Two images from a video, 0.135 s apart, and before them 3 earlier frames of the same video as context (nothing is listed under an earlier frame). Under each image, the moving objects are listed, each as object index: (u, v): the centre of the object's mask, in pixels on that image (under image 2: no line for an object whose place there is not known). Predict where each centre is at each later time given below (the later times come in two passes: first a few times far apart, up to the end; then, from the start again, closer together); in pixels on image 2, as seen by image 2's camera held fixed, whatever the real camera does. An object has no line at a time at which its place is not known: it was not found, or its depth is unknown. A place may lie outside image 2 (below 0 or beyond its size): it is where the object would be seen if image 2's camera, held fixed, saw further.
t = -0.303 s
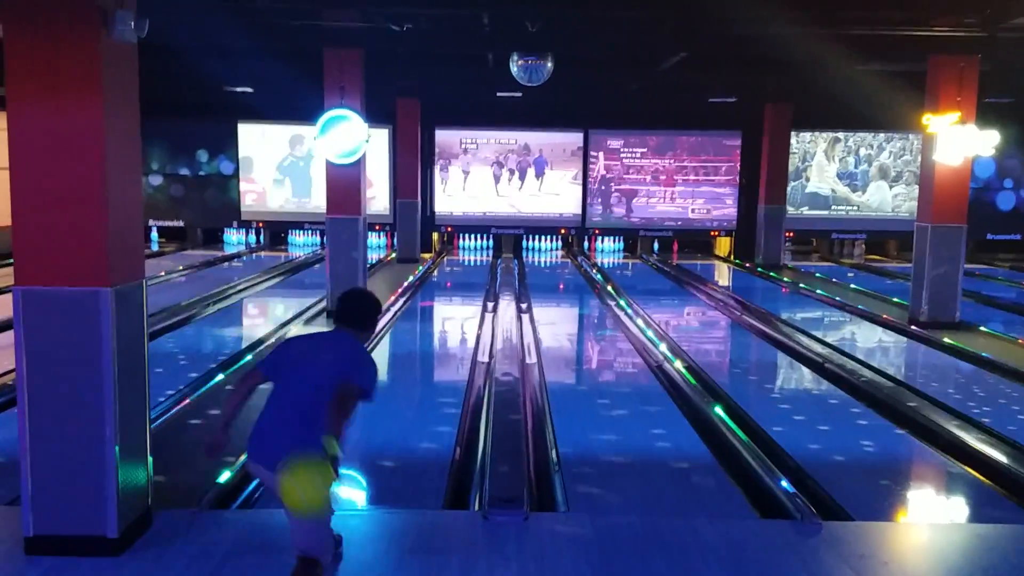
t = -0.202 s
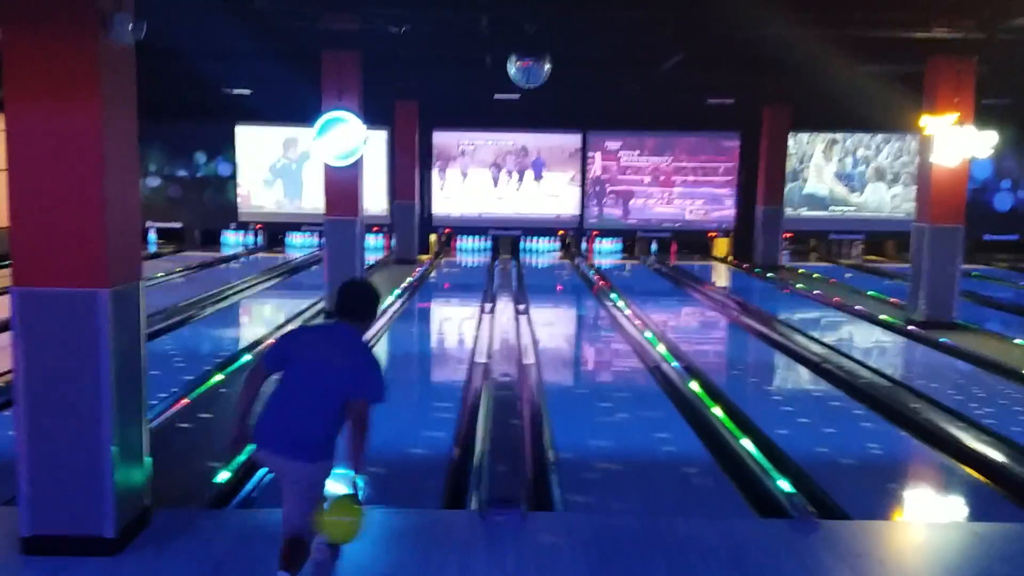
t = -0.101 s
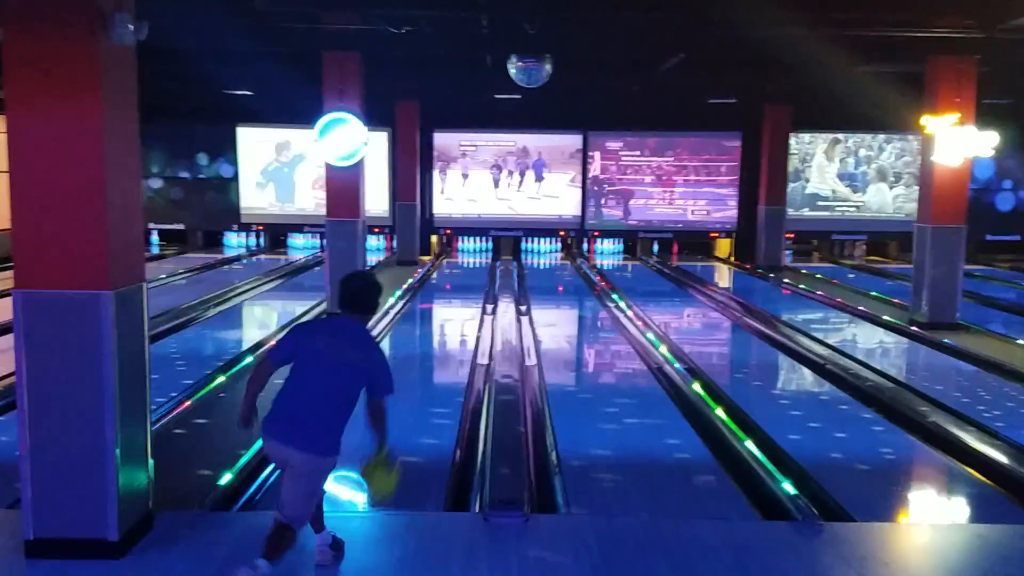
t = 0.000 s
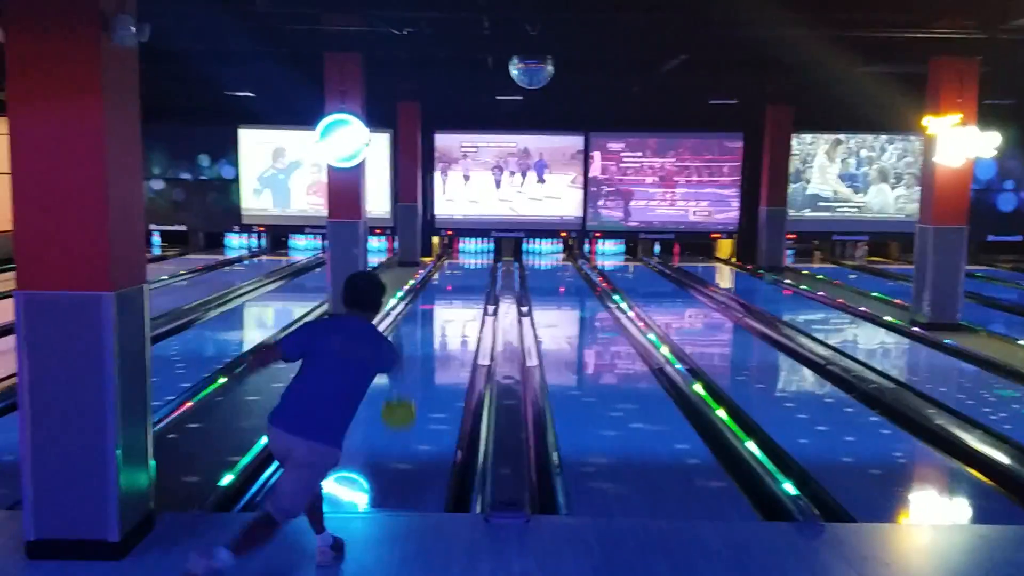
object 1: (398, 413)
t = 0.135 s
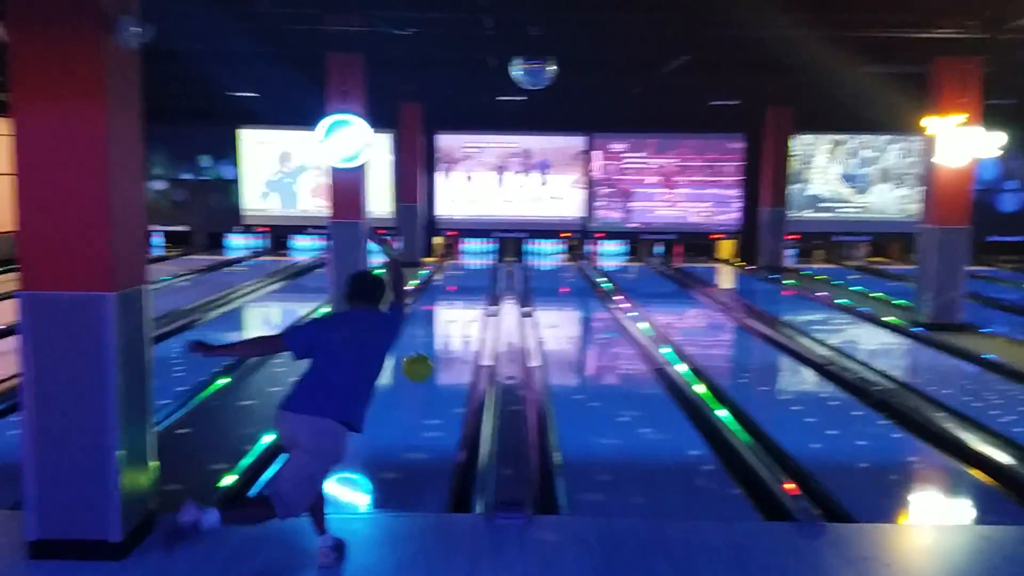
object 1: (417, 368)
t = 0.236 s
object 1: (427, 356)
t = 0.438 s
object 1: (441, 366)
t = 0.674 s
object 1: (452, 335)
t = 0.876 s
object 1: (460, 316)
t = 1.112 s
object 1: (466, 299)
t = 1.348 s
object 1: (471, 286)
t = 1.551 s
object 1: (474, 277)
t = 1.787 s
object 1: (476, 268)
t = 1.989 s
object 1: (478, 262)
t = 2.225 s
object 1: (480, 259)
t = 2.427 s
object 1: (480, 251)
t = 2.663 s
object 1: (484, 248)
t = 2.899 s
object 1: (489, 248)
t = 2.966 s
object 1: (487, 247)
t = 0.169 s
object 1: (421, 362)
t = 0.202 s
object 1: (424, 358)
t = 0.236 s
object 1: (427, 356)
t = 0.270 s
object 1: (430, 356)
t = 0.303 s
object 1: (432, 357)
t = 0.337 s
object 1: (435, 358)
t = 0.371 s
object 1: (436, 360)
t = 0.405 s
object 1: (437, 364)
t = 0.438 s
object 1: (441, 366)
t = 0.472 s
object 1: (442, 358)
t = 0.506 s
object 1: (444, 352)
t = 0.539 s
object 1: (446, 345)
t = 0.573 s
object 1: (447, 341)
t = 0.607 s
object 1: (449, 338)
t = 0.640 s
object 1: (450, 336)
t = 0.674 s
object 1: (452, 335)
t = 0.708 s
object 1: (454, 331)
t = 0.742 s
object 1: (455, 328)
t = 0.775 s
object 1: (456, 326)
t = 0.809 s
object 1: (458, 323)
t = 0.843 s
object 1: (459, 320)
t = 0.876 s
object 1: (460, 316)
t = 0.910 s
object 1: (461, 314)
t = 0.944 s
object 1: (462, 311)
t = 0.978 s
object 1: (463, 309)
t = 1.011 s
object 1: (463, 307)
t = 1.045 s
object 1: (464, 304)
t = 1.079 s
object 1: (465, 301)
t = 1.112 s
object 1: (466, 299)
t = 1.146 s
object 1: (466, 297)
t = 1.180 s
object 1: (467, 295)
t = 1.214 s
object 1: (468, 294)
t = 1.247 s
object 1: (469, 292)
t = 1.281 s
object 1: (470, 289)
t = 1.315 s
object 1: (470, 288)
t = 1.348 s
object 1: (471, 286)
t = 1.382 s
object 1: (471, 285)
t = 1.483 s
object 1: (472, 280)
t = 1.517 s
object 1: (473, 278)
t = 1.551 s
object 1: (474, 277)
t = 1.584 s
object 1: (474, 276)
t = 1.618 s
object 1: (475, 274)
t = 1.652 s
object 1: (475, 273)
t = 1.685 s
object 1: (475, 272)
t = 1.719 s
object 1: (475, 271)
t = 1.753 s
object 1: (476, 270)
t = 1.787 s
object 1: (476, 268)
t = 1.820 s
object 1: (477, 267)
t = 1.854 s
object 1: (477, 266)
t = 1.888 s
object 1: (477, 265)
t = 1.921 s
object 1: (477, 264)
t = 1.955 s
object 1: (478, 263)
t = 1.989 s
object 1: (478, 262)
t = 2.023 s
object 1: (478, 261)
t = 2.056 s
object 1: (479, 260)
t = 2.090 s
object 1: (478, 260)
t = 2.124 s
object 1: (479, 259)
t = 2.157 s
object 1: (479, 257)
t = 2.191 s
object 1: (480, 257)
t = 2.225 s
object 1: (480, 259)
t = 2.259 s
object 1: (480, 258)
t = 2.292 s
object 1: (479, 255)
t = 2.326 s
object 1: (480, 255)
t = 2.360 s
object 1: (480, 254)
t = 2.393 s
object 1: (479, 253)
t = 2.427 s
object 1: (480, 251)
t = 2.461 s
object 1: (480, 253)
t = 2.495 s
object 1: (480, 250)
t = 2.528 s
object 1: (480, 250)
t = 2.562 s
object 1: (481, 249)
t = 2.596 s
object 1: (483, 250)
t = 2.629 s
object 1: (483, 249)
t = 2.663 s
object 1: (484, 248)
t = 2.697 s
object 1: (485, 248)
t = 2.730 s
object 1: (486, 249)
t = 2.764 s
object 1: (487, 249)
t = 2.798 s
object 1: (487, 248)
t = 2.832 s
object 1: (487, 246)
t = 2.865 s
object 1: (488, 247)
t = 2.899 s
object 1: (489, 248)
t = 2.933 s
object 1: (487, 249)
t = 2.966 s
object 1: (487, 247)
